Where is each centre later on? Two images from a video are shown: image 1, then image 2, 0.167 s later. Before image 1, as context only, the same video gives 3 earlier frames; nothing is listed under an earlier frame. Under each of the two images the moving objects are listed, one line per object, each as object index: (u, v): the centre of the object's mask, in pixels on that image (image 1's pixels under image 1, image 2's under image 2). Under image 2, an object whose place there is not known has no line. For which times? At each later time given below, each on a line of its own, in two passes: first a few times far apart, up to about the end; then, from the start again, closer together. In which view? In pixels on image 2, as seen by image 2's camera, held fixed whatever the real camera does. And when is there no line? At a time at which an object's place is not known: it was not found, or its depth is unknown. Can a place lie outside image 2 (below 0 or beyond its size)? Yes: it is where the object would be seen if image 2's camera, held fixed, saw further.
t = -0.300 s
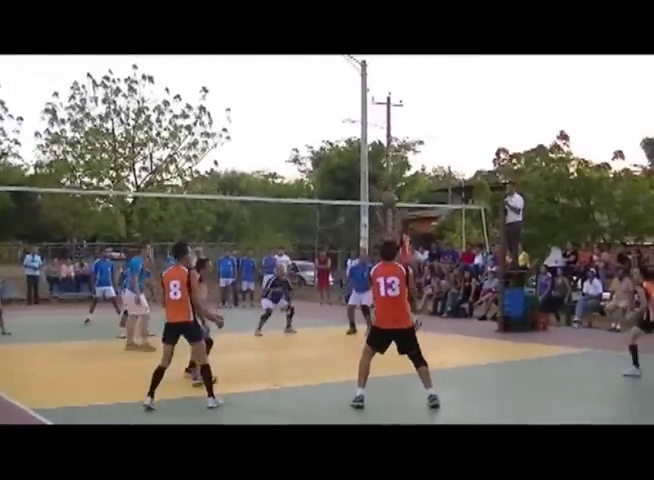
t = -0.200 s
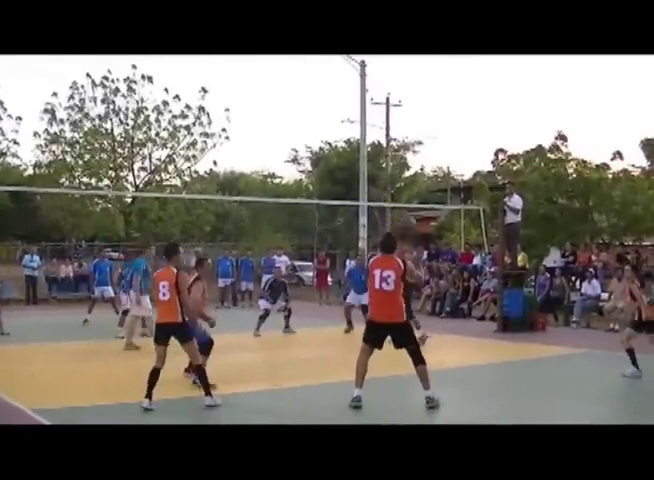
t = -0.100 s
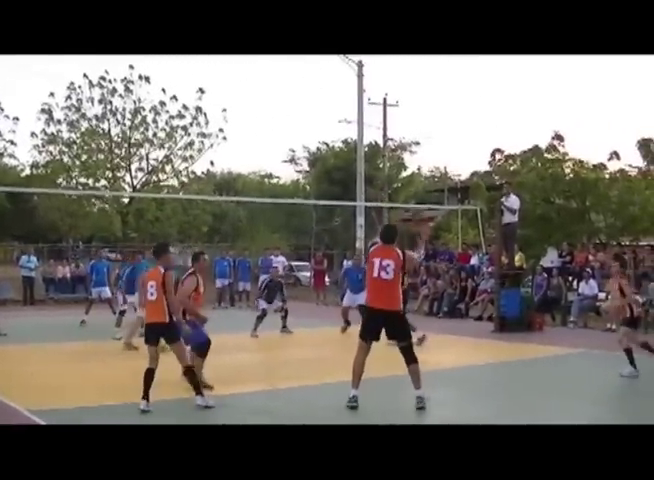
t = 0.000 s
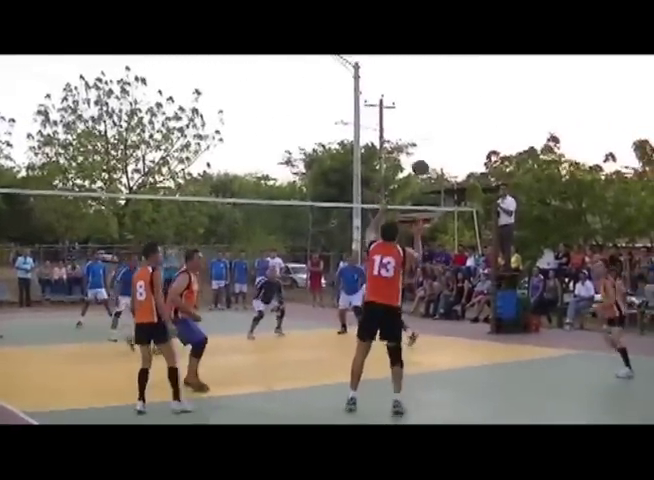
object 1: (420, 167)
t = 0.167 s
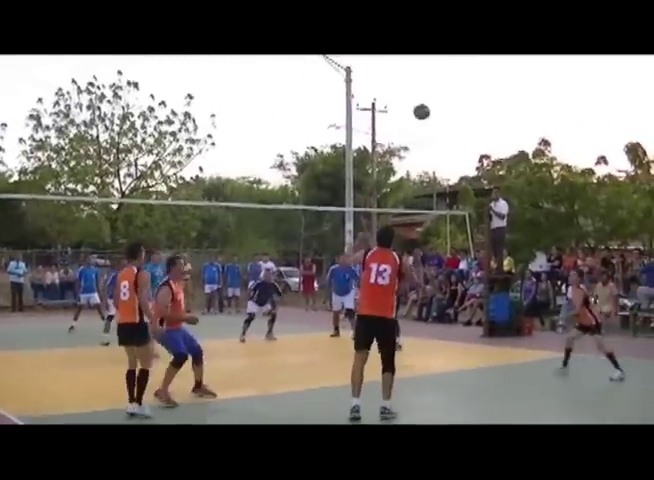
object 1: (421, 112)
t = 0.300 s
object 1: (427, 84)
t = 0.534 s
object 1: (438, 71)
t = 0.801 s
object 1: (451, 104)
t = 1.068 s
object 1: (463, 179)
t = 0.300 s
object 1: (427, 84)
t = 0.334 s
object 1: (429, 79)
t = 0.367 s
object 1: (430, 75)
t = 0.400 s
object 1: (432, 73)
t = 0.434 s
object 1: (433, 71)
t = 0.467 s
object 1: (435, 70)
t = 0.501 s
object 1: (436, 70)
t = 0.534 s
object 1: (438, 71)
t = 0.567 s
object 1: (439, 71)
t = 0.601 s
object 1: (441, 74)
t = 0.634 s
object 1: (443, 77)
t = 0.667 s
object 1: (445, 81)
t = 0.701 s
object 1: (446, 86)
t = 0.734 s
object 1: (448, 91)
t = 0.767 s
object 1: (450, 97)
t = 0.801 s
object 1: (451, 104)
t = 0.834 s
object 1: (453, 112)
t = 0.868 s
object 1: (455, 120)
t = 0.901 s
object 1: (456, 129)
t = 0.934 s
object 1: (458, 139)
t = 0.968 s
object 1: (460, 150)
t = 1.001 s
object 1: (461, 161)
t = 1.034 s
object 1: (463, 174)
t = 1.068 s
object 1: (463, 179)
